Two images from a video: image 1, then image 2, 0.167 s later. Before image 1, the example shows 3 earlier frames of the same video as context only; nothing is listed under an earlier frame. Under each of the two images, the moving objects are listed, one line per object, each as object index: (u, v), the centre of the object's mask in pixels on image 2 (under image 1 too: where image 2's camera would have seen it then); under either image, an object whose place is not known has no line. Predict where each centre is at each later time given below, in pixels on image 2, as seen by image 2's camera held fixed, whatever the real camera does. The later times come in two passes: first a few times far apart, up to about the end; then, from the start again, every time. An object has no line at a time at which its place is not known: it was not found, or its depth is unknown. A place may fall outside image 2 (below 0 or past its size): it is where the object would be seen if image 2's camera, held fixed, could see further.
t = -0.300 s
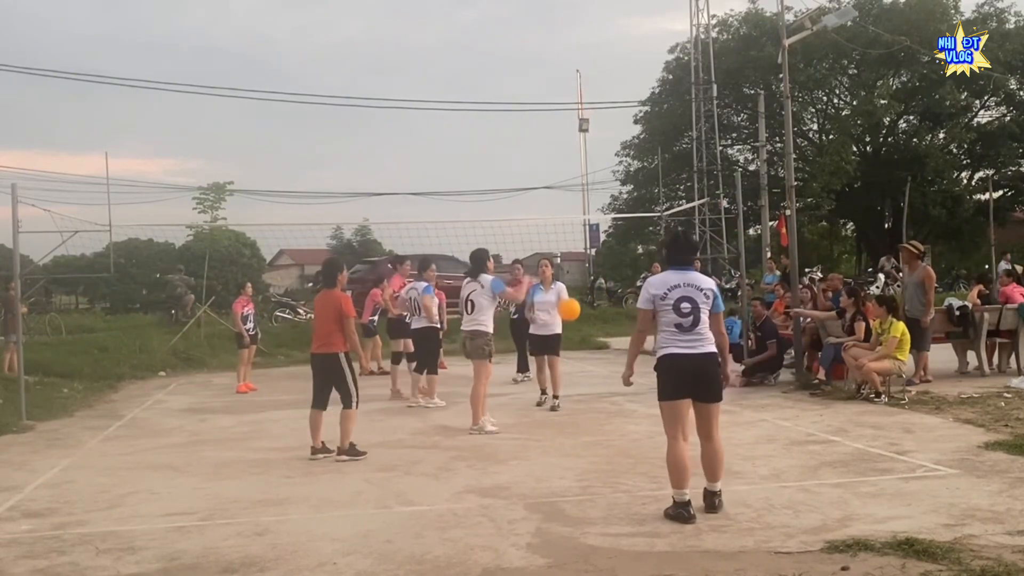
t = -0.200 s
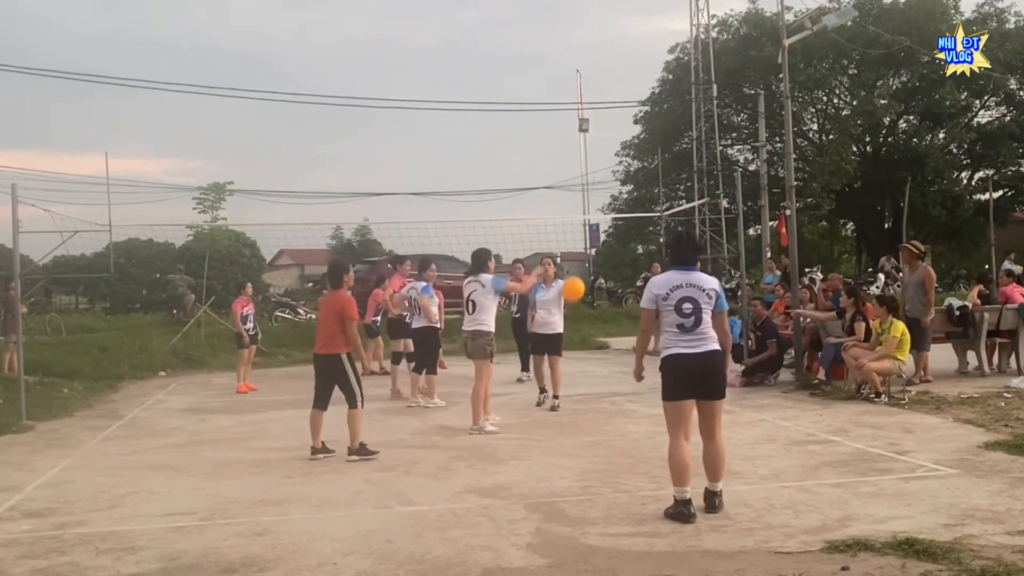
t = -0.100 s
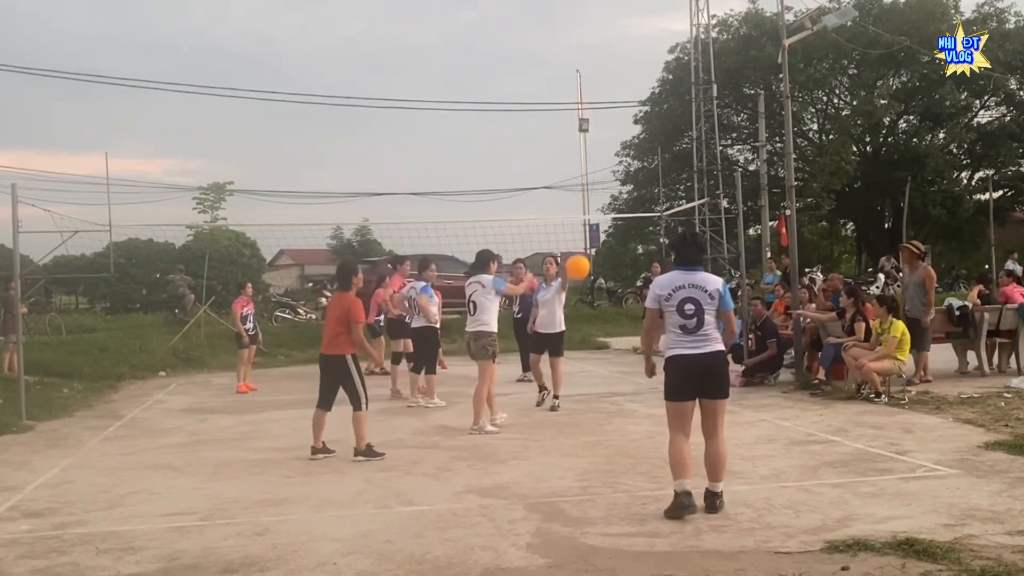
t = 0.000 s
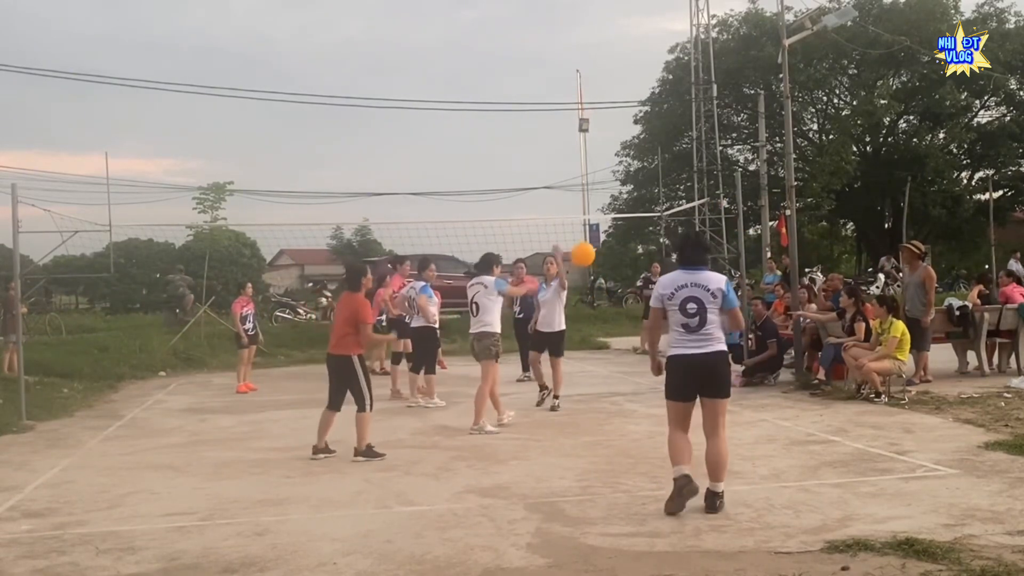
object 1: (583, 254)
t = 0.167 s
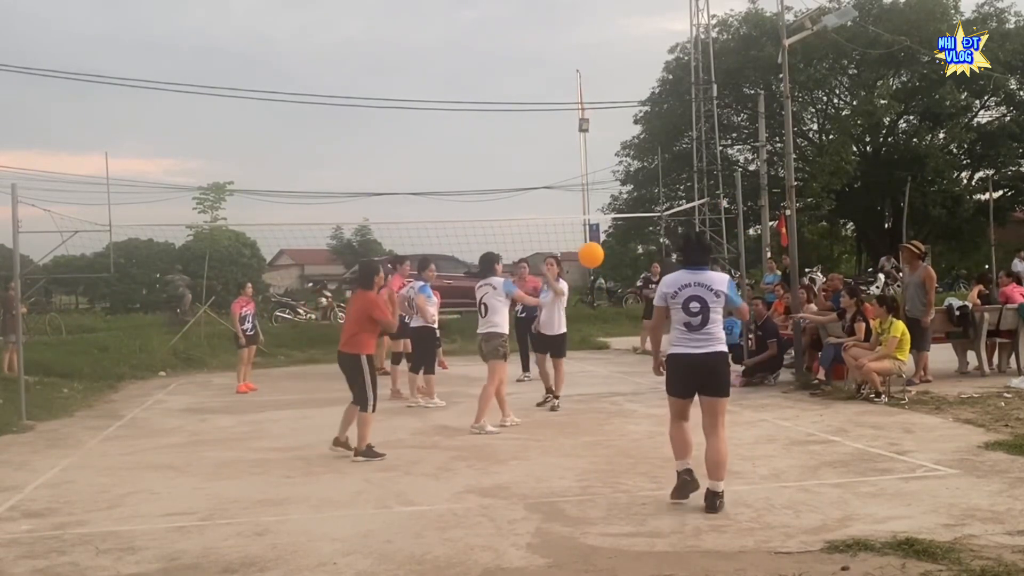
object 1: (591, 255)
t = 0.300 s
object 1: (598, 277)
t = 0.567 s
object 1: (613, 387)
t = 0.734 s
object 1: (619, 389)
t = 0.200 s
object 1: (593, 258)
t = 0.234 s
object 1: (594, 263)
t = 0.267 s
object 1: (596, 269)
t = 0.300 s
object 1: (598, 277)
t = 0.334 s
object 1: (600, 285)
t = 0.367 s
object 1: (602, 296)
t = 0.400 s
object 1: (604, 308)
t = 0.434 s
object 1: (606, 321)
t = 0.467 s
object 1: (607, 334)
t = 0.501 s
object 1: (609, 350)
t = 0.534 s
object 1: (612, 367)
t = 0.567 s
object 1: (613, 387)
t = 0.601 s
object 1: (616, 407)
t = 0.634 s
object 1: (618, 428)
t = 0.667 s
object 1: (619, 423)
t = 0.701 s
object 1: (619, 405)
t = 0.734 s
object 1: (619, 389)
